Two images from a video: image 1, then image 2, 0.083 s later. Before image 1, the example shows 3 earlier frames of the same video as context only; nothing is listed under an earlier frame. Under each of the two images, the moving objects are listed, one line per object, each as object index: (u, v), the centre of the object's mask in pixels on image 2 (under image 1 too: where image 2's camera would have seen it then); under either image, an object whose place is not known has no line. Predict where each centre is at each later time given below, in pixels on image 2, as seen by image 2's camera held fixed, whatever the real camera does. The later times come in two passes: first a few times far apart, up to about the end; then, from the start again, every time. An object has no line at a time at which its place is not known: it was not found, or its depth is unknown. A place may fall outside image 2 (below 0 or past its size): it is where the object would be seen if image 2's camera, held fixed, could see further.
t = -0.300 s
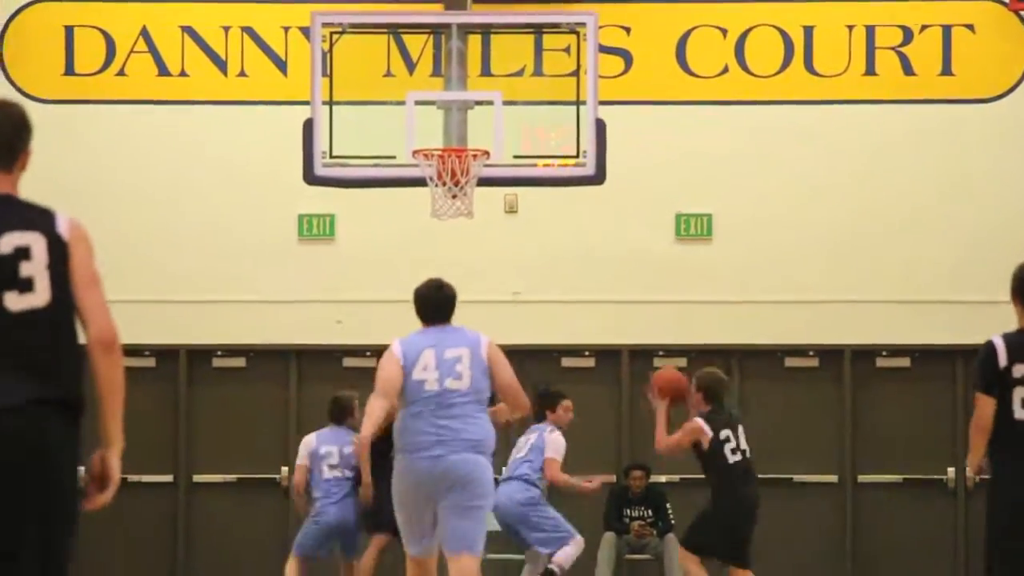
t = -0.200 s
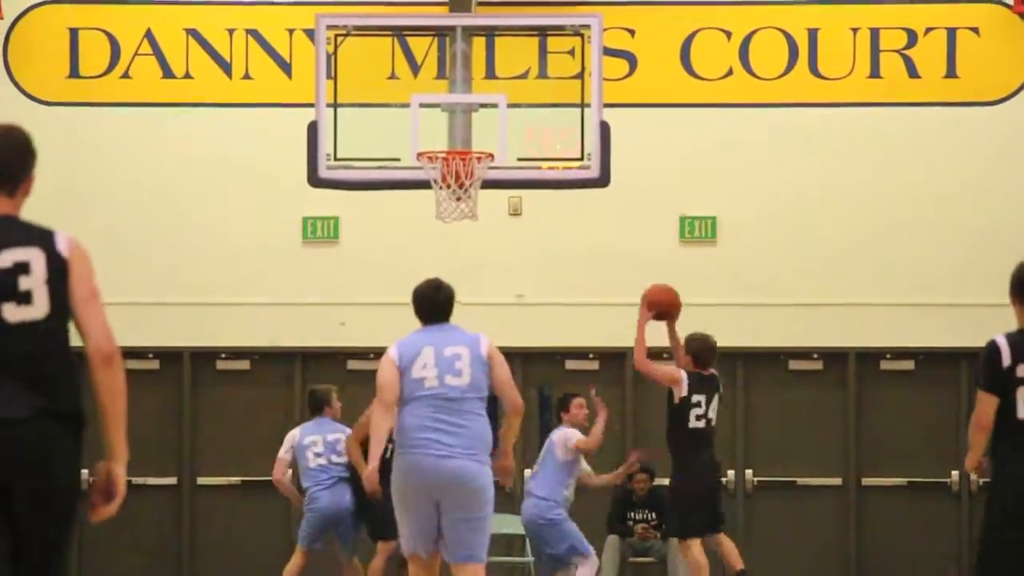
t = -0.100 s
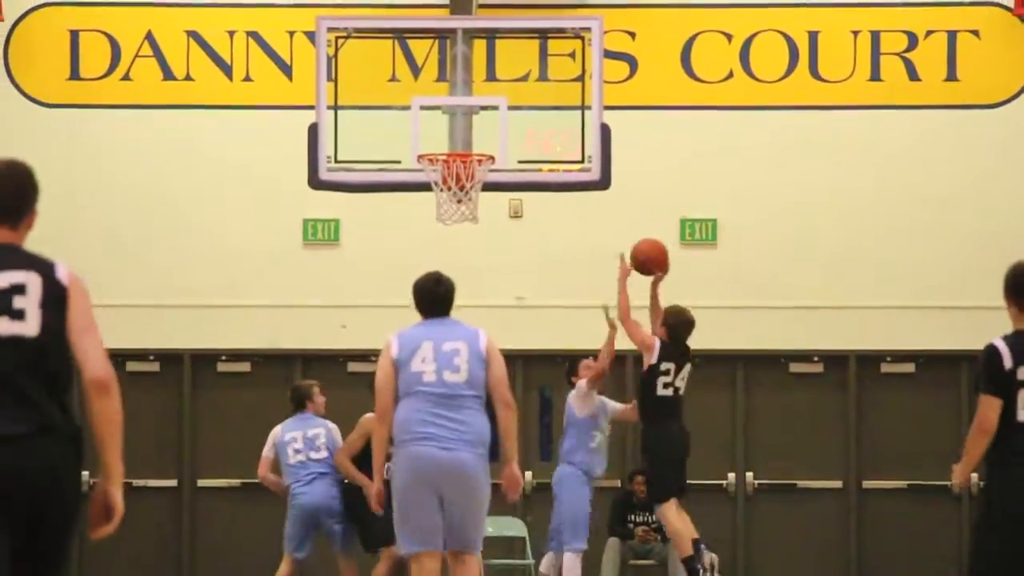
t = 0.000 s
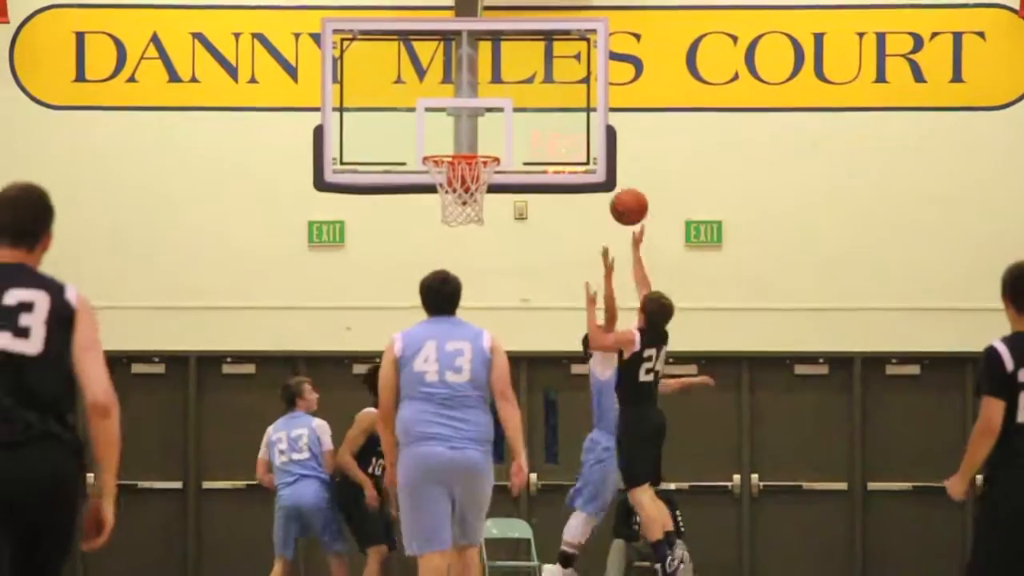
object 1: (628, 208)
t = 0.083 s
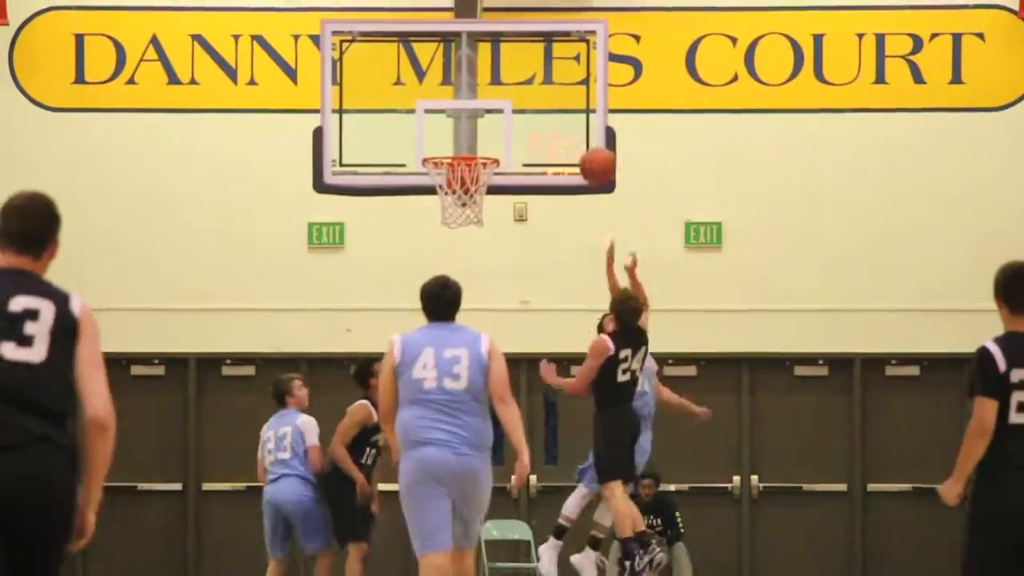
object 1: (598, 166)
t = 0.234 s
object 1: (544, 118)
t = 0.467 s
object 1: (478, 114)
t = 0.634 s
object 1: (450, 148)
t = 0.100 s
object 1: (592, 159)
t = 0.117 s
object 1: (586, 152)
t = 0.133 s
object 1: (580, 146)
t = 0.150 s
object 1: (573, 140)
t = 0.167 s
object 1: (567, 135)
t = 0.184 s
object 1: (561, 130)
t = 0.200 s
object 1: (555, 125)
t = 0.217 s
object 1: (550, 121)
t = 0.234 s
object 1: (544, 118)
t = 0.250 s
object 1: (538, 115)
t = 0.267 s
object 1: (531, 112)
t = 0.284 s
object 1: (526, 110)
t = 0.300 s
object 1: (520, 108)
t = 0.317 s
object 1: (514, 106)
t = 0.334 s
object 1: (508, 106)
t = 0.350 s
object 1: (504, 106)
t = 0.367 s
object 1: (500, 106)
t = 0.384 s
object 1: (497, 106)
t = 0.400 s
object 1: (493, 106)
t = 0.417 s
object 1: (489, 107)
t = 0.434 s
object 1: (485, 109)
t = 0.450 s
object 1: (482, 111)
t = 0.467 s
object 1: (478, 114)
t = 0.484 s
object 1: (474, 117)
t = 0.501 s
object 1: (470, 120)
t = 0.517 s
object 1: (467, 124)
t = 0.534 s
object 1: (463, 128)
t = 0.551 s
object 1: (459, 132)
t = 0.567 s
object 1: (455, 138)
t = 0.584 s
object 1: (450, 141)
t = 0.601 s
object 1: (447, 145)
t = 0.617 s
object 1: (446, 147)
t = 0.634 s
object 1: (450, 148)
